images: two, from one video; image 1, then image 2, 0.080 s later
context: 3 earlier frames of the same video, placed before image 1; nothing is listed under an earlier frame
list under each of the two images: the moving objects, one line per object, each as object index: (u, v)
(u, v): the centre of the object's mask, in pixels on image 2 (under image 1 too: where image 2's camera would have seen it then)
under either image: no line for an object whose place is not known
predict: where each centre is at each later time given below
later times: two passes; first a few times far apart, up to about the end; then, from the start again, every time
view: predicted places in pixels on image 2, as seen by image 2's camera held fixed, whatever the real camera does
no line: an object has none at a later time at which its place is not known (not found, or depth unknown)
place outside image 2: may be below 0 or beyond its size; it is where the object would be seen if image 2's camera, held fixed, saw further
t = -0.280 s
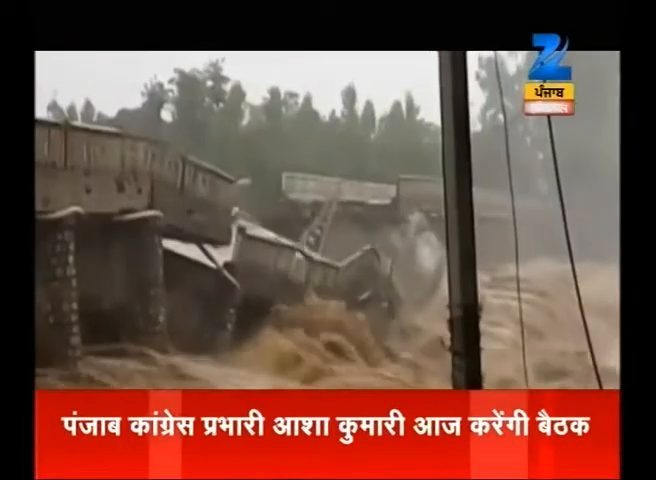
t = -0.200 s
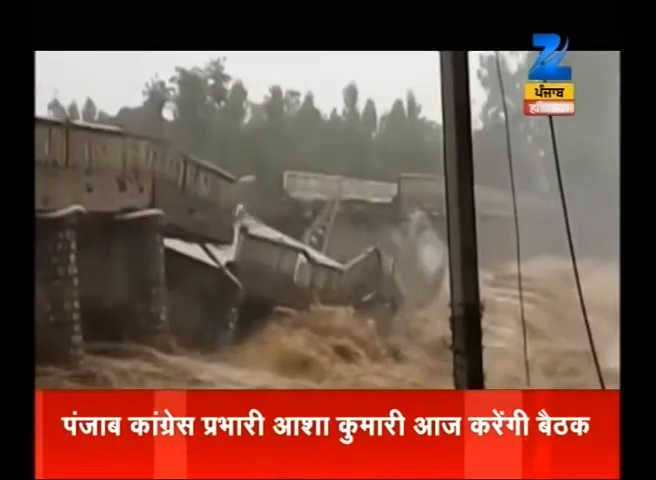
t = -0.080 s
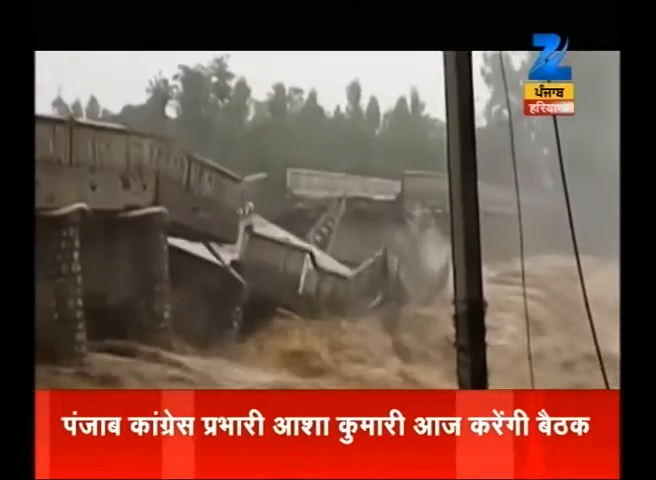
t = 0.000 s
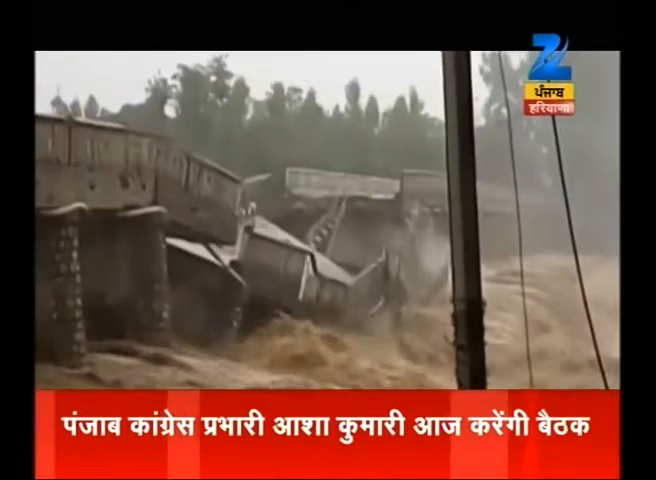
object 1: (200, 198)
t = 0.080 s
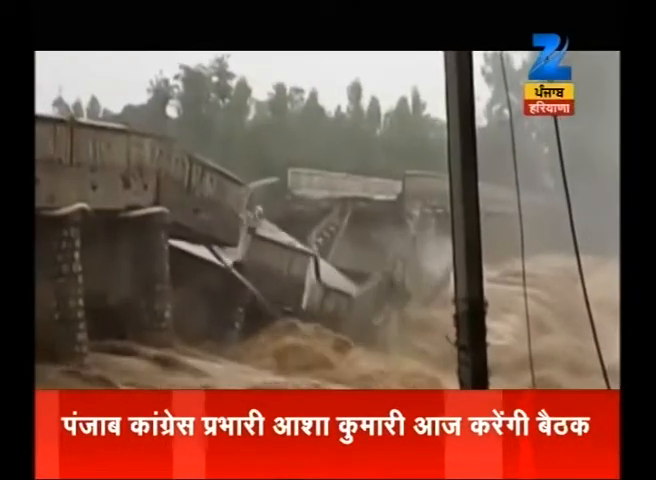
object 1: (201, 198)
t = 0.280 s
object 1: (200, 200)
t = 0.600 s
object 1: (200, 203)
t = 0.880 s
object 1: (201, 204)
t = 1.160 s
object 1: (201, 205)
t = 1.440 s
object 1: (201, 206)
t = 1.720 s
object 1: (203, 215)
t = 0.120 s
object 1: (202, 199)
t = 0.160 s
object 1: (201, 199)
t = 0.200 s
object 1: (201, 200)
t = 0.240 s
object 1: (201, 201)
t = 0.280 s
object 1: (200, 200)
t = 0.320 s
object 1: (200, 201)
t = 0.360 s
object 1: (201, 202)
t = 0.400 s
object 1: (201, 202)
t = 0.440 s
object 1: (201, 202)
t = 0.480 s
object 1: (201, 202)
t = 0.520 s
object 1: (201, 203)
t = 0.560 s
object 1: (201, 203)
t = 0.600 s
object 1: (200, 203)
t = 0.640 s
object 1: (202, 208)
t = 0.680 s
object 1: (200, 203)
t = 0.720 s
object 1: (200, 203)
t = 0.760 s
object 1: (201, 204)
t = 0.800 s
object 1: (200, 204)
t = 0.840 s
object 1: (201, 204)
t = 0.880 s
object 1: (201, 204)
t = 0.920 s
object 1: (201, 205)
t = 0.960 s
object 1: (200, 205)
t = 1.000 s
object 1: (200, 205)
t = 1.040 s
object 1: (200, 205)
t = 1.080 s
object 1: (200, 205)
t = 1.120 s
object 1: (201, 205)
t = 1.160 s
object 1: (201, 205)
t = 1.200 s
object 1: (201, 205)
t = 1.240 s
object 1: (201, 206)
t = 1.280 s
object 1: (201, 206)
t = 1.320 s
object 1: (201, 206)
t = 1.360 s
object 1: (201, 206)
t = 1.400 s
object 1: (201, 206)
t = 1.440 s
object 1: (201, 206)
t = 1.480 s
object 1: (201, 207)
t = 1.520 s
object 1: (201, 207)
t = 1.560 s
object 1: (201, 208)
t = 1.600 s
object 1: (201, 209)
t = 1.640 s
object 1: (202, 211)
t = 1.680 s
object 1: (203, 212)
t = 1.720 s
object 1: (203, 215)
